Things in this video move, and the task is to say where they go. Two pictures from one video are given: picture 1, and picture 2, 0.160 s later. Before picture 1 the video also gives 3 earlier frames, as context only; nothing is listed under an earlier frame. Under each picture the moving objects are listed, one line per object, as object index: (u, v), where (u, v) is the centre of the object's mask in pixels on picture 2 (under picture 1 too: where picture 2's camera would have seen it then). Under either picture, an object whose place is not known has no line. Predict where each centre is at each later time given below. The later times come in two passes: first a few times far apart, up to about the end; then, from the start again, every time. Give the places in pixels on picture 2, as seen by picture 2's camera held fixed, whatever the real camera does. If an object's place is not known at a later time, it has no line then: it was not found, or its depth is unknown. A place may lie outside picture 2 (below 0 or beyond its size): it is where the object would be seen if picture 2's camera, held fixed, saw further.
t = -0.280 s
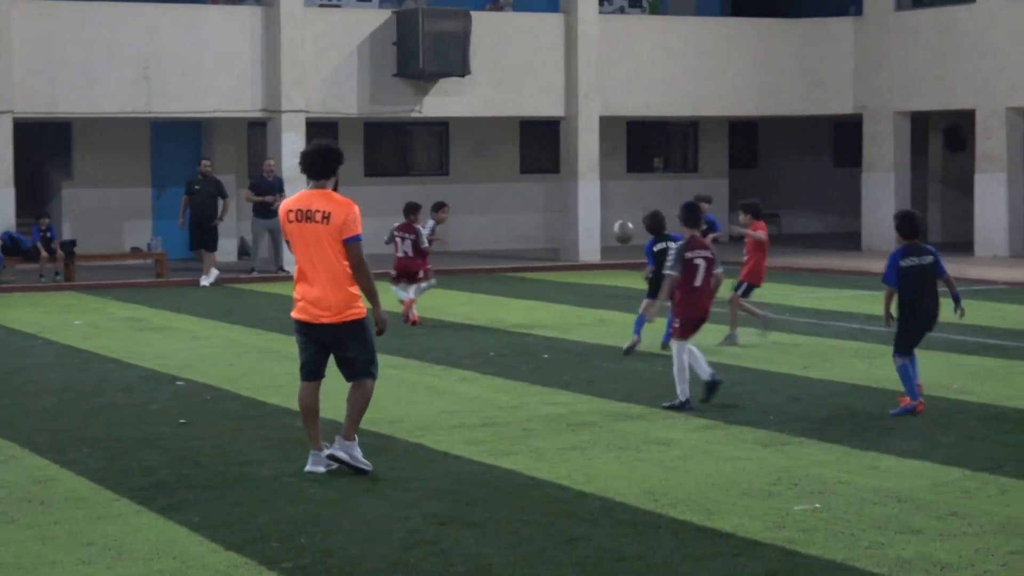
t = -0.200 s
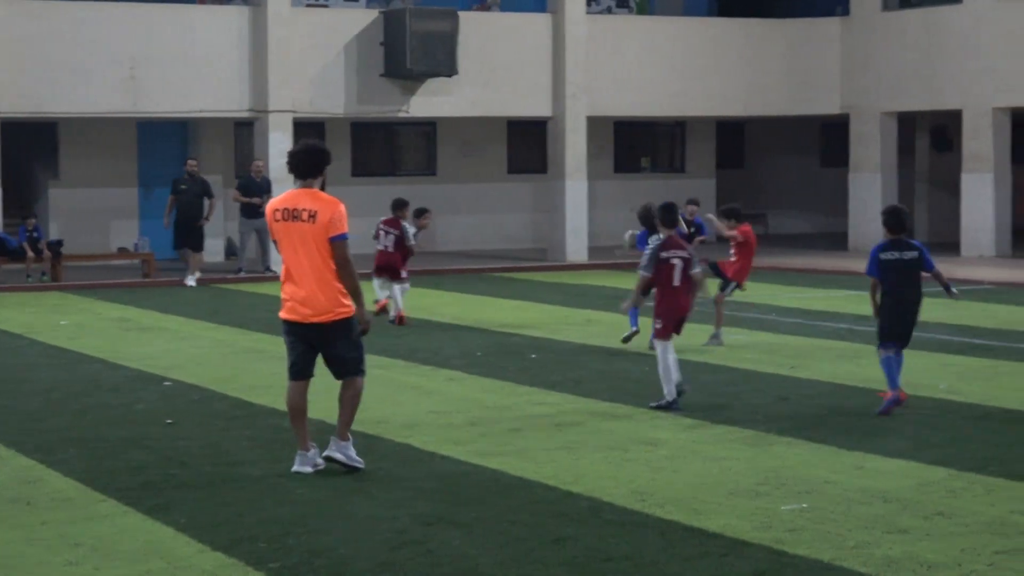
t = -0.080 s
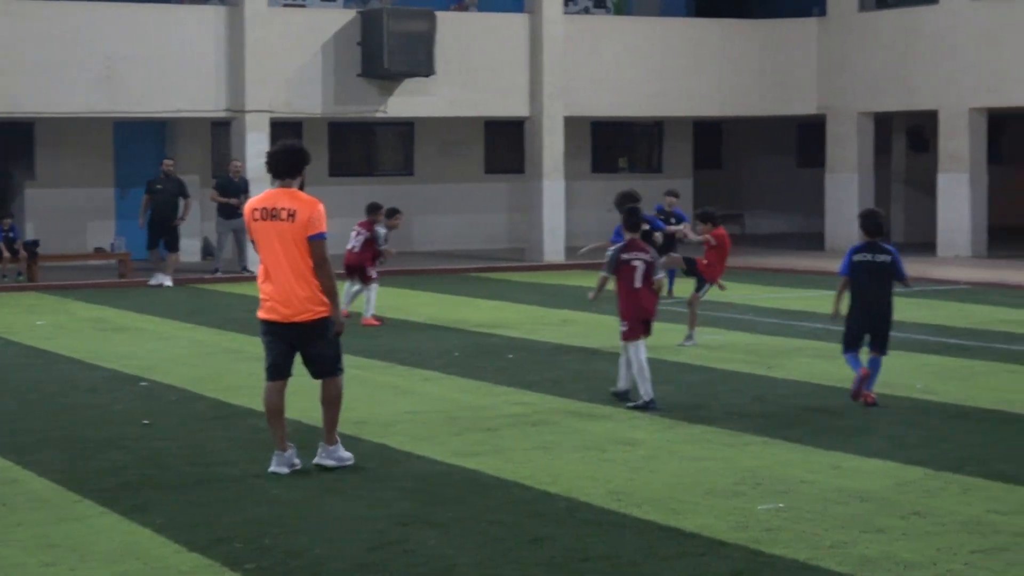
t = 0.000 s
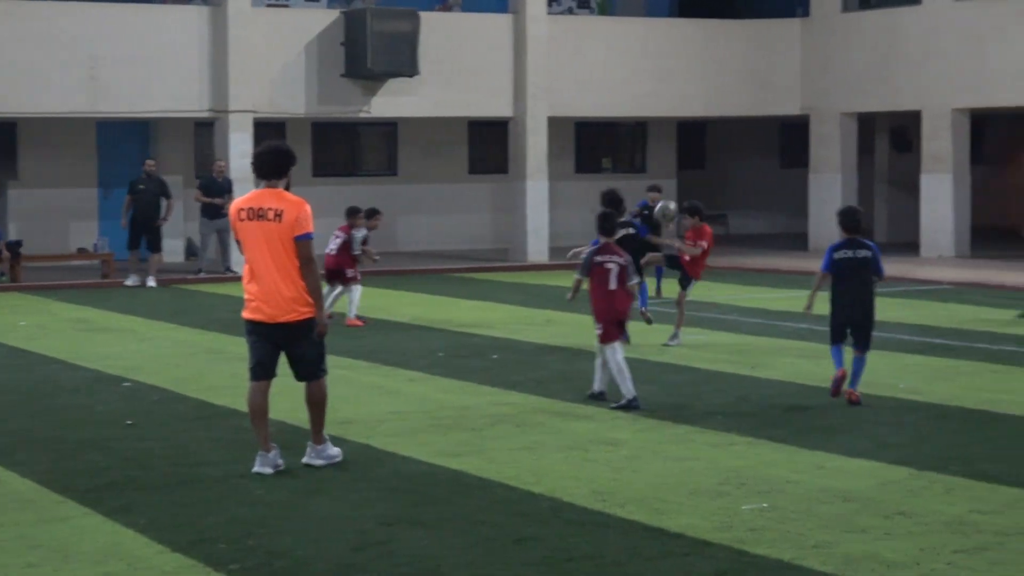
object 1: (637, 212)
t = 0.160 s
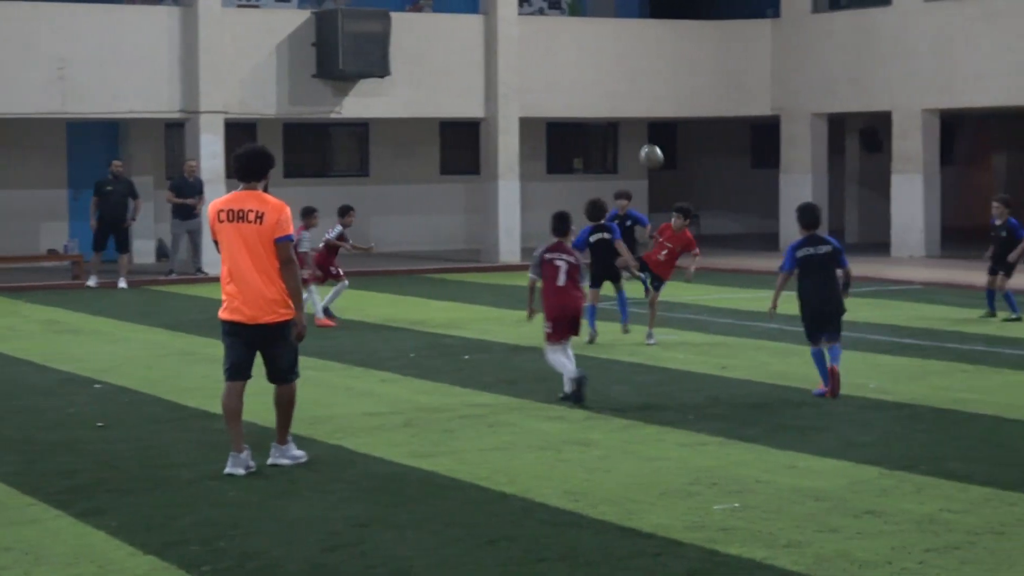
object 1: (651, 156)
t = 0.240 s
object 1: (654, 137)
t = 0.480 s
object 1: (662, 121)
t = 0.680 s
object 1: (669, 154)
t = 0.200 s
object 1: (653, 146)
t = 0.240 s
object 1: (654, 137)
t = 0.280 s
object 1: (655, 130)
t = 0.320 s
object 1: (656, 125)
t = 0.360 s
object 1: (658, 122)
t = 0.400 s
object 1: (659, 120)
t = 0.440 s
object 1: (661, 120)
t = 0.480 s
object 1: (662, 121)
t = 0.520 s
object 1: (664, 124)
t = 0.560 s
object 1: (665, 129)
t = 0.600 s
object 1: (667, 136)
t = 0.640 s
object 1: (668, 144)
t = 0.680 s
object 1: (669, 154)
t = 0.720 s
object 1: (671, 166)
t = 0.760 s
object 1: (672, 180)
